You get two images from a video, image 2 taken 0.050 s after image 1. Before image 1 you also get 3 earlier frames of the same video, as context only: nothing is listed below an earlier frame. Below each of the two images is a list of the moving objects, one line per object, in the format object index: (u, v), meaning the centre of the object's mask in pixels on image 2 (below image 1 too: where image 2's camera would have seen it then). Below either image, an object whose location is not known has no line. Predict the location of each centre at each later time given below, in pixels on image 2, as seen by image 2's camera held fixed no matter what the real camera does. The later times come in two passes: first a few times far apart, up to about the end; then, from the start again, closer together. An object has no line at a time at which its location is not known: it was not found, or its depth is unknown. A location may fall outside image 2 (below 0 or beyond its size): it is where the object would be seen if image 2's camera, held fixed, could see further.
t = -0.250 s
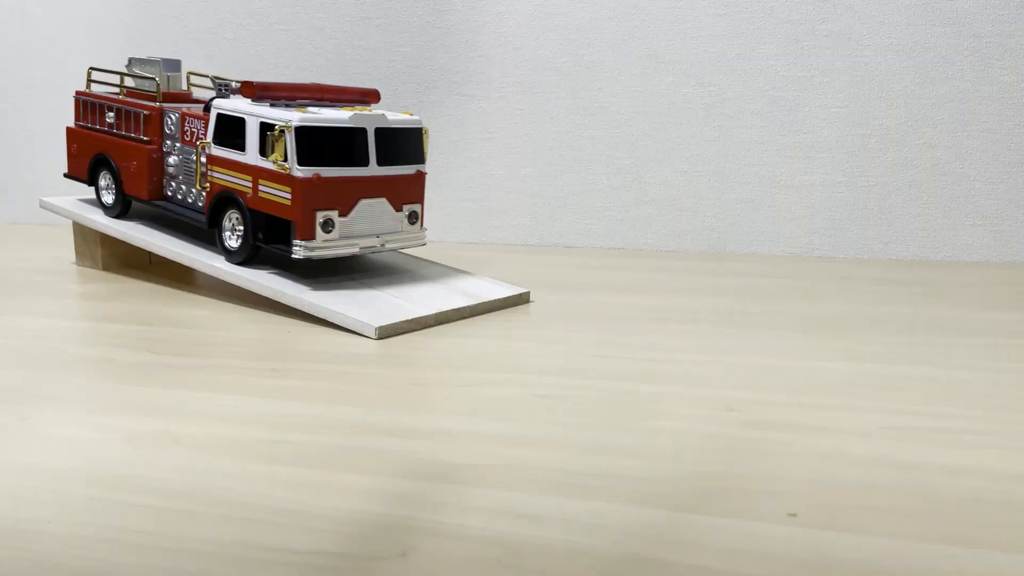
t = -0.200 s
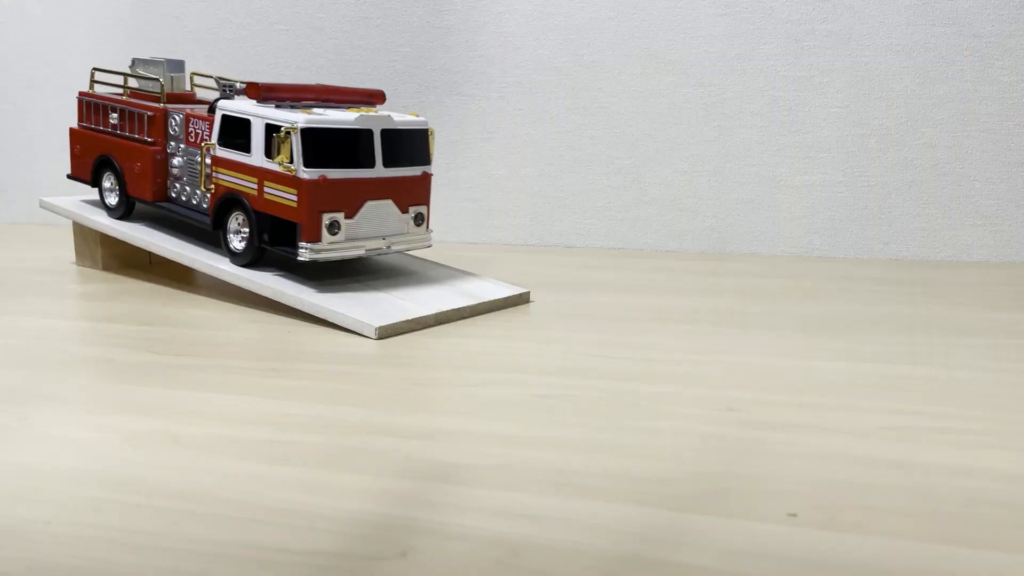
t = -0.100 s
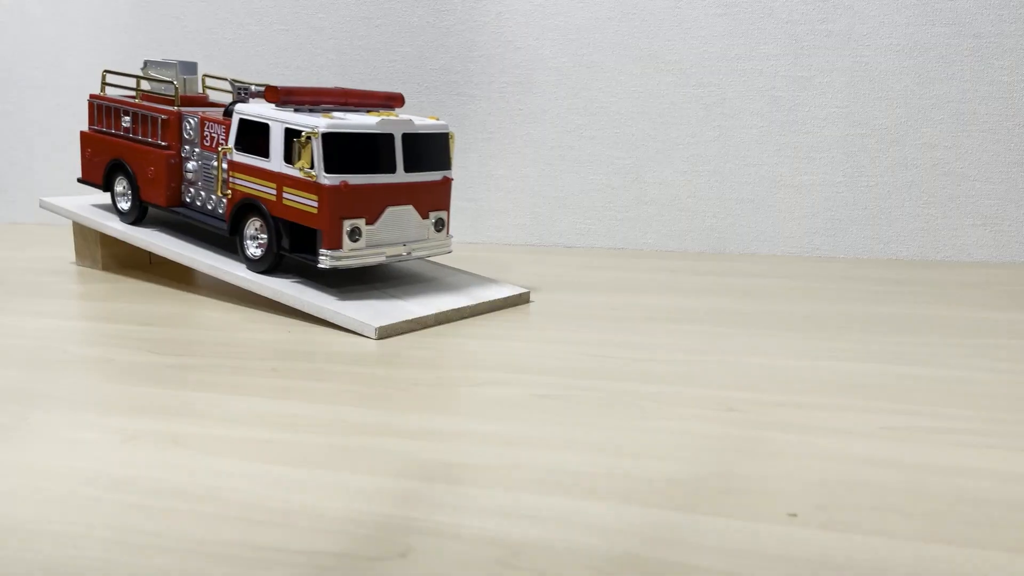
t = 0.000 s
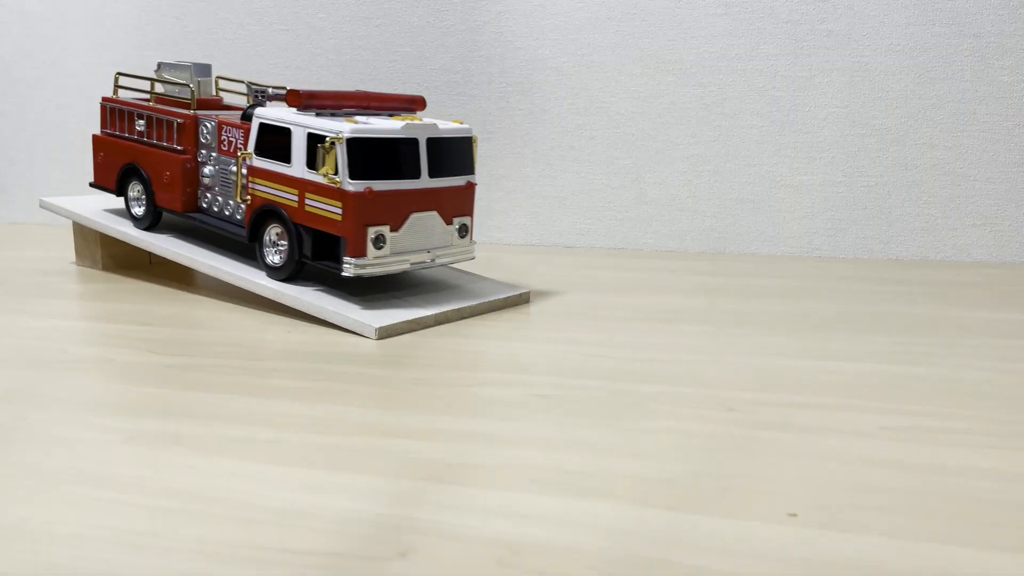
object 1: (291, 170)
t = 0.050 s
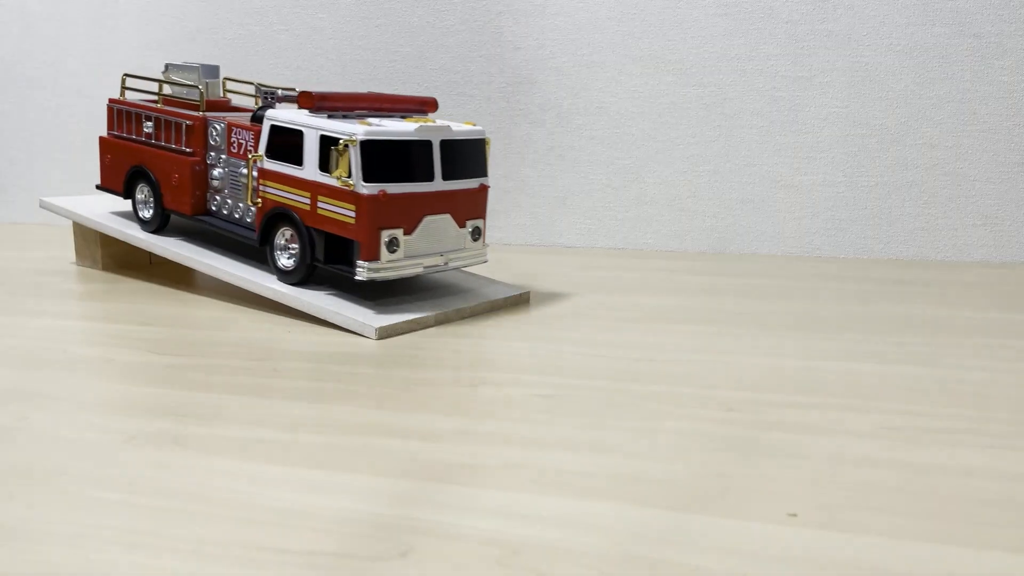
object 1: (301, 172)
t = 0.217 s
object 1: (336, 181)
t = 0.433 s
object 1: (392, 196)
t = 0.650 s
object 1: (462, 217)
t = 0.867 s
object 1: (528, 225)
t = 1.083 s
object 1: (585, 233)
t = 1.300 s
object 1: (632, 239)
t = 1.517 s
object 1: (685, 248)
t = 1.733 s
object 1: (699, 250)
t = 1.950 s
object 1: (700, 250)
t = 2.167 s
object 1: (700, 250)
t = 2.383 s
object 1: (700, 250)
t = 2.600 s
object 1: (700, 250)
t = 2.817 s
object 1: (700, 250)
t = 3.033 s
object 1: (700, 250)
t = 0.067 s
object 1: (304, 173)
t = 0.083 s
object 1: (307, 174)
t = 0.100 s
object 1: (311, 175)
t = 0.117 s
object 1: (314, 175)
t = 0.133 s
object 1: (318, 177)
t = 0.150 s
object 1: (321, 178)
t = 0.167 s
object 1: (325, 178)
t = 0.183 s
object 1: (329, 179)
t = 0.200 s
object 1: (332, 180)
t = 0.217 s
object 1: (336, 181)
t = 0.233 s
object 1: (340, 182)
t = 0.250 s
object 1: (344, 183)
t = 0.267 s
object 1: (348, 184)
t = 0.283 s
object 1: (352, 185)
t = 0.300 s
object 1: (356, 186)
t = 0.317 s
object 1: (360, 187)
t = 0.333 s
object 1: (364, 188)
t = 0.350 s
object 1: (368, 189)
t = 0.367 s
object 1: (373, 191)
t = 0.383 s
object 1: (378, 192)
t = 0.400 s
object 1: (382, 193)
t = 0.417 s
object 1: (387, 194)
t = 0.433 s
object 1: (392, 196)
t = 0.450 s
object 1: (397, 197)
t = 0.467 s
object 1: (402, 199)
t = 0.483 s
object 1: (407, 201)
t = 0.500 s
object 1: (412, 206)
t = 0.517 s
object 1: (418, 210)
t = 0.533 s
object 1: (423, 210)
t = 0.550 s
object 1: (428, 213)
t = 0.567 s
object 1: (434, 213)
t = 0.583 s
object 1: (439, 214)
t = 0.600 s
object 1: (445, 215)
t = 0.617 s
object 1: (451, 216)
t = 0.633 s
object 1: (457, 217)
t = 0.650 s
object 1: (462, 217)
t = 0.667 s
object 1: (467, 218)
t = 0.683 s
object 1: (473, 218)
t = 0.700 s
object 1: (478, 219)
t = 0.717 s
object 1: (483, 220)
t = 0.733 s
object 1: (488, 220)
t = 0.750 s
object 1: (493, 221)
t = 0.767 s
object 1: (498, 222)
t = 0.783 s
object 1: (504, 222)
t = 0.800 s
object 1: (509, 223)
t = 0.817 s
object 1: (513, 224)
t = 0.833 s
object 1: (518, 224)
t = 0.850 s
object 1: (523, 225)
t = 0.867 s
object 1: (528, 225)
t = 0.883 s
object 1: (532, 226)
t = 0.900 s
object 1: (537, 226)
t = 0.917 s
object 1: (542, 227)
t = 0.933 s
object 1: (546, 228)
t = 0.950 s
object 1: (550, 228)
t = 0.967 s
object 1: (555, 229)
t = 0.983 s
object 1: (559, 229)
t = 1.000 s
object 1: (564, 230)
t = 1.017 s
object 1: (568, 230)
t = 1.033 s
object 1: (572, 231)
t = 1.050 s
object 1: (576, 232)
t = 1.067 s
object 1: (580, 232)
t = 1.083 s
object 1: (585, 233)
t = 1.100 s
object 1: (589, 233)
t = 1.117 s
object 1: (593, 234)
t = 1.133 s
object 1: (596, 234)
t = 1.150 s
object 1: (600, 235)
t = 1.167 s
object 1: (604, 235)
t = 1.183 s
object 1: (608, 235)
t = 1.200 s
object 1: (611, 236)
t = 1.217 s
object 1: (615, 236)
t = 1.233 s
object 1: (618, 237)
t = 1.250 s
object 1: (622, 237)
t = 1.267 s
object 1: (625, 238)
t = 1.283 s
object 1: (628, 238)
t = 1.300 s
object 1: (632, 239)
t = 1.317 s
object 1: (635, 239)
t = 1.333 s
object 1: (637, 239)
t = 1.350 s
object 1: (641, 240)
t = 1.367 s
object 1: (644, 241)
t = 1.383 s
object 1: (648, 242)
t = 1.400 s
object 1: (651, 243)
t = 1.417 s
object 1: (656, 244)
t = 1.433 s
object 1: (659, 244)
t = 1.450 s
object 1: (664, 246)
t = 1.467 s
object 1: (668, 246)
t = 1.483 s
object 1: (672, 246)
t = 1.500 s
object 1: (676, 246)
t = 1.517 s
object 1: (685, 248)
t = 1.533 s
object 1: (689, 248)
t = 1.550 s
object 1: (692, 249)
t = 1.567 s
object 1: (695, 249)
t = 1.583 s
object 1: (697, 249)
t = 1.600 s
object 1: (700, 249)
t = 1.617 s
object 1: (699, 249)
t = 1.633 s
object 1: (699, 249)
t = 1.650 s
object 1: (699, 249)
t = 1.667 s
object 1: (699, 249)
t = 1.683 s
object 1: (700, 250)
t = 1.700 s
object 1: (699, 250)
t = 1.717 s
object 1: (700, 250)
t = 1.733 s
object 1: (699, 250)
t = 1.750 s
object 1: (699, 250)
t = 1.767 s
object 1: (699, 250)
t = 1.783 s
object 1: (700, 250)
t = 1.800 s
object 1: (700, 250)
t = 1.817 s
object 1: (700, 250)
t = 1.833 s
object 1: (700, 250)
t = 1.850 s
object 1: (700, 250)
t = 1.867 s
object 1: (700, 250)
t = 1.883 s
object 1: (700, 250)
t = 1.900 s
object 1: (700, 250)
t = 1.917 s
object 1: (700, 250)
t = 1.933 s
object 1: (700, 250)
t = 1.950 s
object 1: (700, 250)
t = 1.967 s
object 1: (700, 250)
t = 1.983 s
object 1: (700, 250)
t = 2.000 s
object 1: (700, 250)
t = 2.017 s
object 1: (700, 250)
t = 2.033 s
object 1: (700, 250)
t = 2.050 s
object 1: (700, 250)
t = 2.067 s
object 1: (700, 250)
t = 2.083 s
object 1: (700, 250)
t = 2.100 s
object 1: (700, 250)
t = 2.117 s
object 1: (700, 250)
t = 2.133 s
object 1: (700, 250)
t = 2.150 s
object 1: (700, 250)
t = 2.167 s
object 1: (700, 250)
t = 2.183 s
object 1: (700, 250)
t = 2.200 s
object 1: (700, 250)
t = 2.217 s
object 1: (700, 250)
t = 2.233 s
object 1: (700, 250)
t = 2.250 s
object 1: (700, 250)
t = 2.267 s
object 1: (700, 250)
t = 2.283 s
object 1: (700, 250)
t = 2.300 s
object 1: (700, 250)
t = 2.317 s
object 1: (700, 250)
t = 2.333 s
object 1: (701, 250)
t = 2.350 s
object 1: (700, 250)
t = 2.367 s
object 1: (700, 250)
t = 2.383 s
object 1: (700, 250)
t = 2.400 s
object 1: (700, 250)
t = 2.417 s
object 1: (700, 250)
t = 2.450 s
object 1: (700, 250)
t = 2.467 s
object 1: (700, 250)
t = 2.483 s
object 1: (700, 250)
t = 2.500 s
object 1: (700, 250)
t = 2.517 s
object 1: (700, 250)
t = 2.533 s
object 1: (700, 250)
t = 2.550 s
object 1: (700, 250)
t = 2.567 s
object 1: (700, 250)
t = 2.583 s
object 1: (700, 250)
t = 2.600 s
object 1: (700, 250)
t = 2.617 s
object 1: (700, 250)
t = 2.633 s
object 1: (700, 250)
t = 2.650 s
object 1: (700, 250)
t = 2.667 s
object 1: (700, 250)
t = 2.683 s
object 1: (700, 250)
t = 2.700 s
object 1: (700, 250)
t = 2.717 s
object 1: (700, 250)
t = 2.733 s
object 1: (700, 250)
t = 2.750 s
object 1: (700, 250)
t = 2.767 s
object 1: (700, 250)
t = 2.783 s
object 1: (700, 250)
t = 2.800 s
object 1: (700, 250)
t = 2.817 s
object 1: (700, 250)
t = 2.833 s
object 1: (700, 250)
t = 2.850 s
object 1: (700, 250)
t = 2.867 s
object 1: (700, 250)
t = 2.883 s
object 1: (700, 250)
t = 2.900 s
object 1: (700, 250)
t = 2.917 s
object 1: (700, 250)
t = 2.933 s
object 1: (700, 250)
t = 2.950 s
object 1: (700, 250)
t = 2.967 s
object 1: (700, 250)
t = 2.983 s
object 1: (700, 250)
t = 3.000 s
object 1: (701, 250)
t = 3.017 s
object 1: (700, 250)
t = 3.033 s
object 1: (700, 250)
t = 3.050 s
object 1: (700, 250)
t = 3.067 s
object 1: (700, 250)
